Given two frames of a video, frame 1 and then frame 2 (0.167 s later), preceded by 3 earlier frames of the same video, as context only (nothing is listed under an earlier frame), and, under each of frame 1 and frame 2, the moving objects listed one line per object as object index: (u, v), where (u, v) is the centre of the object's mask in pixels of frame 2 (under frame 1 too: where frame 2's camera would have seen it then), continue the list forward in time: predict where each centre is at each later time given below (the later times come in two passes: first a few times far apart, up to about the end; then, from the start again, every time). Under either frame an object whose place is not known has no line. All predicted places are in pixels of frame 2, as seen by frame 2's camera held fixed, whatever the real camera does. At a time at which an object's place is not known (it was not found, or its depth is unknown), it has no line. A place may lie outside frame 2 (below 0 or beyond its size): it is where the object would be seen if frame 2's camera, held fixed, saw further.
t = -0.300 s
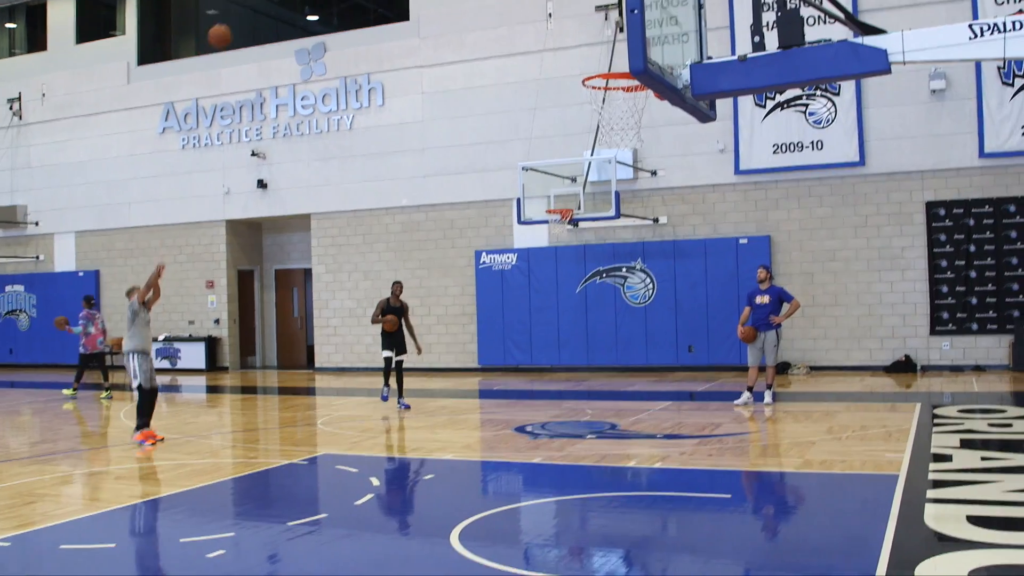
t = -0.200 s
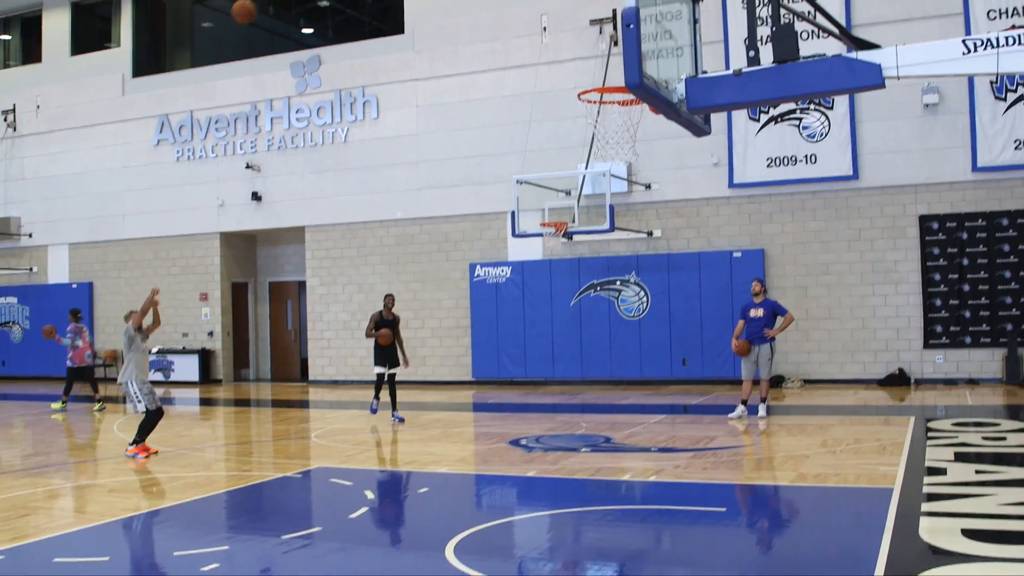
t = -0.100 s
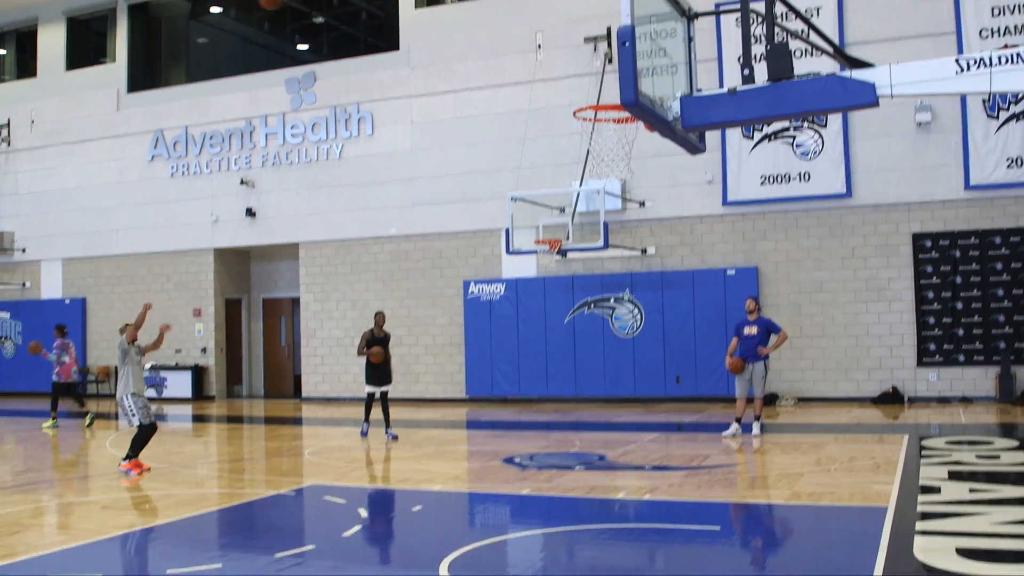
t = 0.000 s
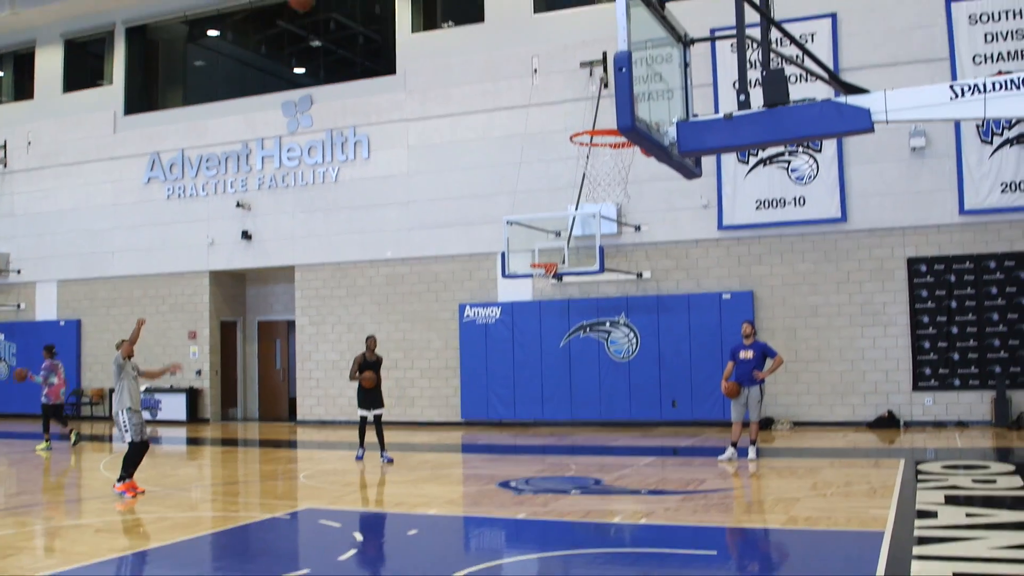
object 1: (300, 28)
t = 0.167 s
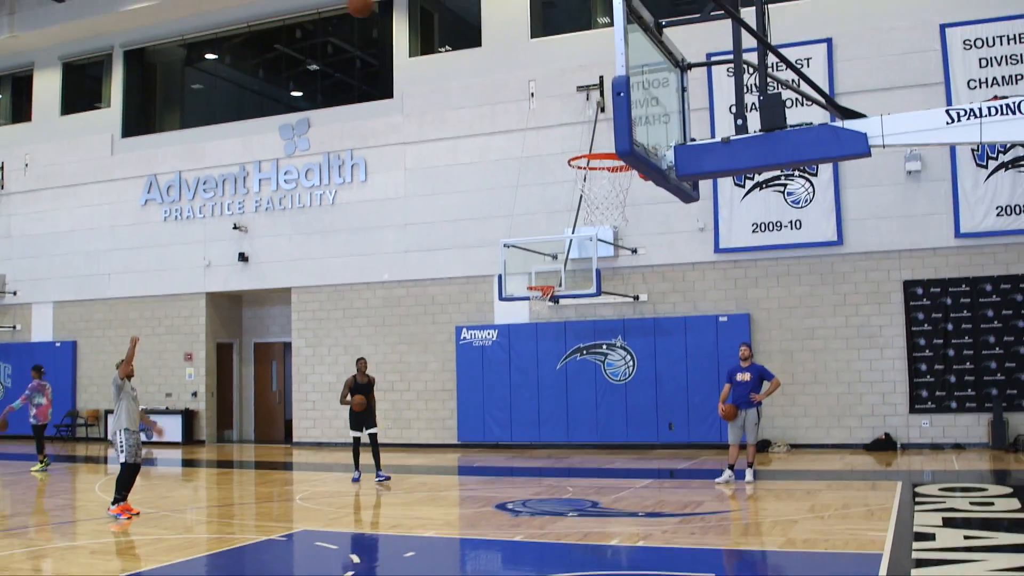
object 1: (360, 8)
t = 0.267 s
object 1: (400, 6)
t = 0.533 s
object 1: (526, 67)
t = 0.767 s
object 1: (594, 191)
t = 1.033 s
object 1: (527, 241)
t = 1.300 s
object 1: (465, 394)
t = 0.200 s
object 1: (373, 7)
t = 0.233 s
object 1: (387, 6)
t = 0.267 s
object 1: (400, 6)
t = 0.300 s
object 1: (415, 8)
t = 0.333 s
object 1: (428, 12)
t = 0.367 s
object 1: (443, 17)
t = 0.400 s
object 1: (459, 24)
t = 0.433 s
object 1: (473, 31)
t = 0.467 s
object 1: (491, 42)
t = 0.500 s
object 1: (508, 53)
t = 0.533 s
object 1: (526, 67)
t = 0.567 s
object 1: (545, 82)
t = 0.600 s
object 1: (563, 99)
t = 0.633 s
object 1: (583, 118)
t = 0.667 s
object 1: (604, 138)
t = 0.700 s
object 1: (619, 165)
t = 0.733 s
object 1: (608, 177)
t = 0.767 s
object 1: (594, 191)
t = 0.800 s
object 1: (584, 194)
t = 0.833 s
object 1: (576, 195)
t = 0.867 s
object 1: (568, 199)
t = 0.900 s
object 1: (560, 204)
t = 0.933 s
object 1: (552, 211)
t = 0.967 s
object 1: (544, 219)
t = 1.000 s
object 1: (535, 229)
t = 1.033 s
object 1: (527, 241)
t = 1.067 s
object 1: (520, 254)
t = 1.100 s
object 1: (510, 270)
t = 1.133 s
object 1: (503, 286)
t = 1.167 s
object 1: (495, 304)
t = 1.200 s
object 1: (488, 324)
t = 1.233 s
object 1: (480, 347)
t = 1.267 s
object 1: (473, 369)
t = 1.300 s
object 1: (465, 394)
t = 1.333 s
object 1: (457, 421)
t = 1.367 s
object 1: (449, 450)
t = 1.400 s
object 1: (437, 481)
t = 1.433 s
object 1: (430, 512)
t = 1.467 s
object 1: (421, 548)
